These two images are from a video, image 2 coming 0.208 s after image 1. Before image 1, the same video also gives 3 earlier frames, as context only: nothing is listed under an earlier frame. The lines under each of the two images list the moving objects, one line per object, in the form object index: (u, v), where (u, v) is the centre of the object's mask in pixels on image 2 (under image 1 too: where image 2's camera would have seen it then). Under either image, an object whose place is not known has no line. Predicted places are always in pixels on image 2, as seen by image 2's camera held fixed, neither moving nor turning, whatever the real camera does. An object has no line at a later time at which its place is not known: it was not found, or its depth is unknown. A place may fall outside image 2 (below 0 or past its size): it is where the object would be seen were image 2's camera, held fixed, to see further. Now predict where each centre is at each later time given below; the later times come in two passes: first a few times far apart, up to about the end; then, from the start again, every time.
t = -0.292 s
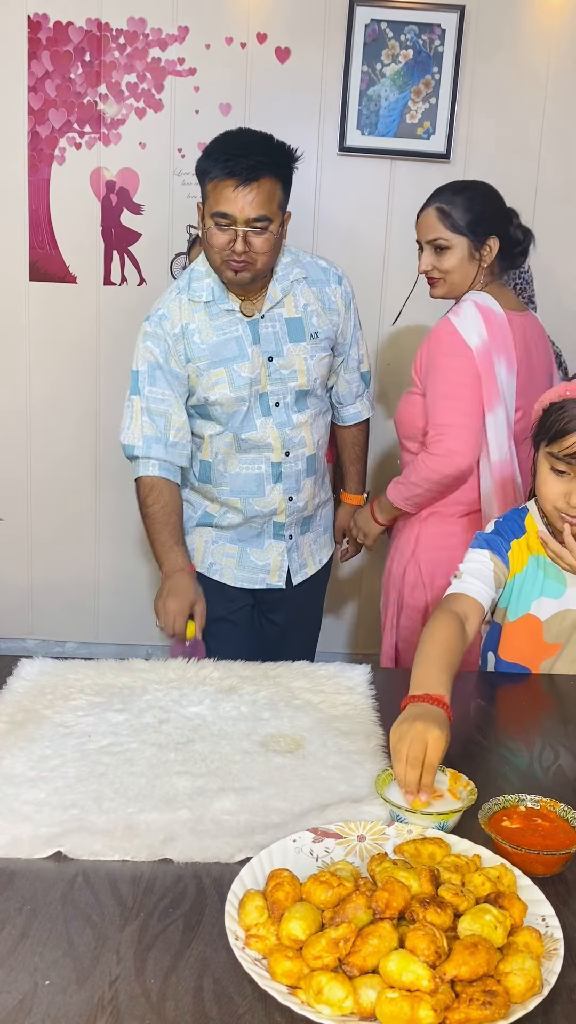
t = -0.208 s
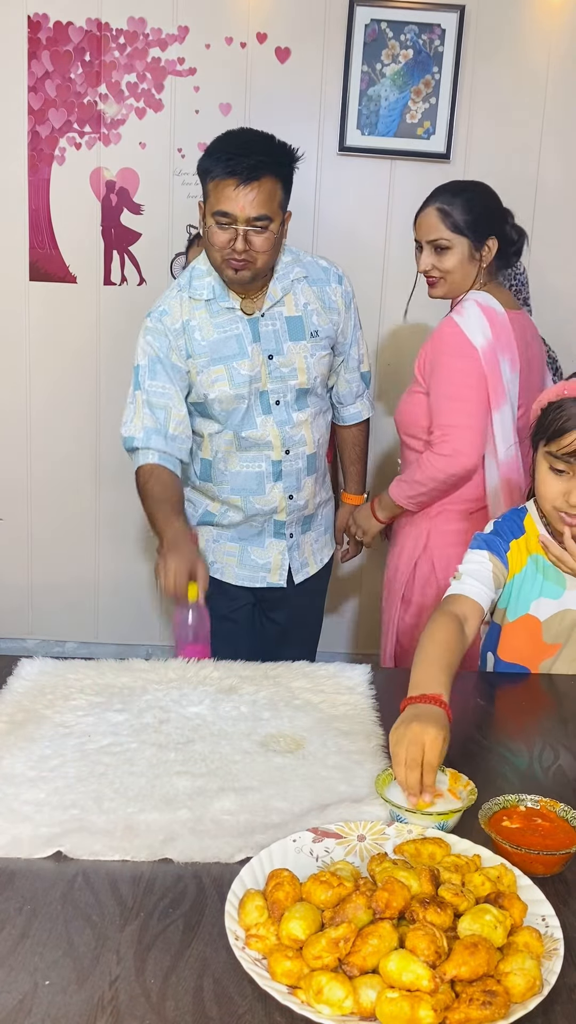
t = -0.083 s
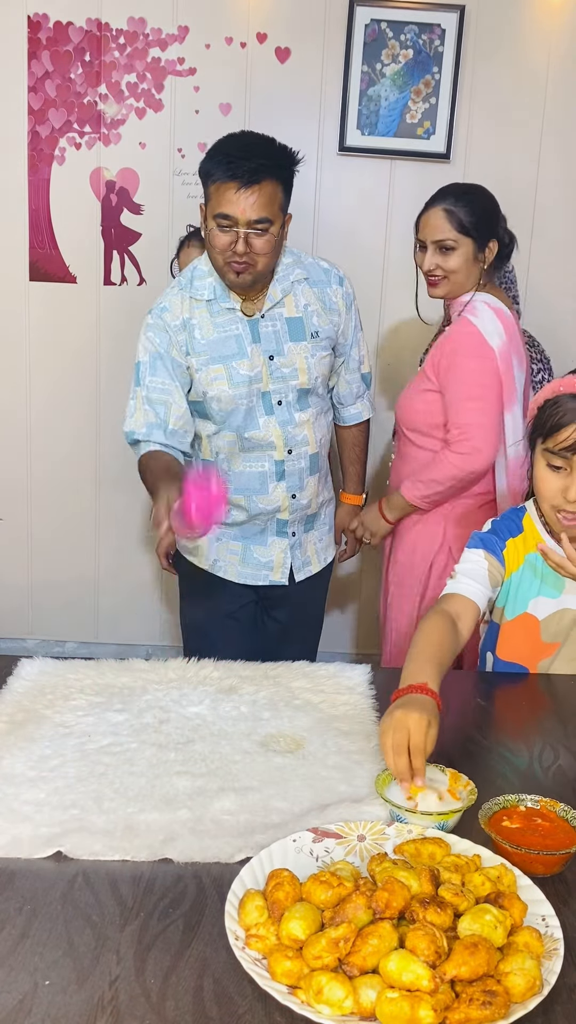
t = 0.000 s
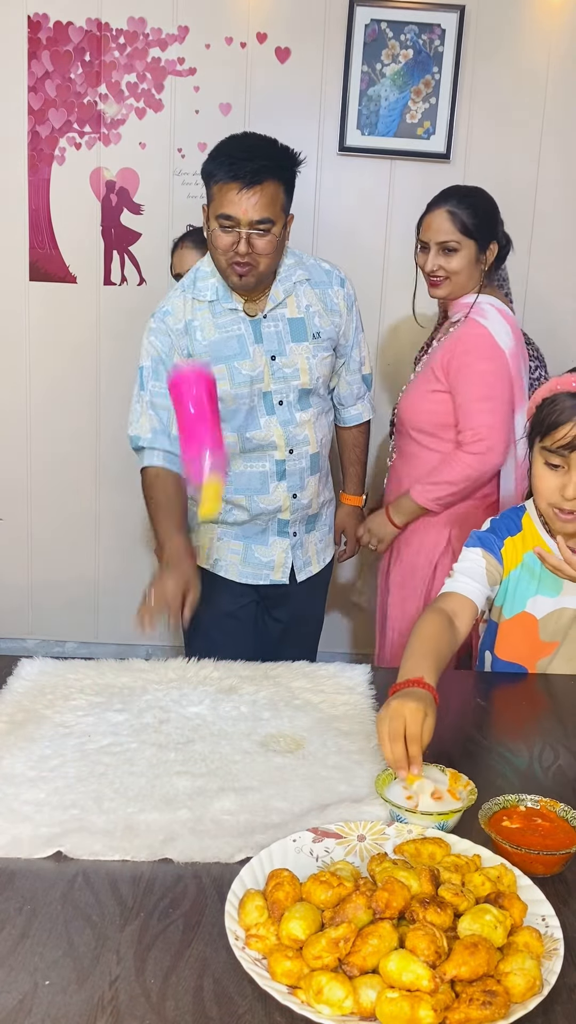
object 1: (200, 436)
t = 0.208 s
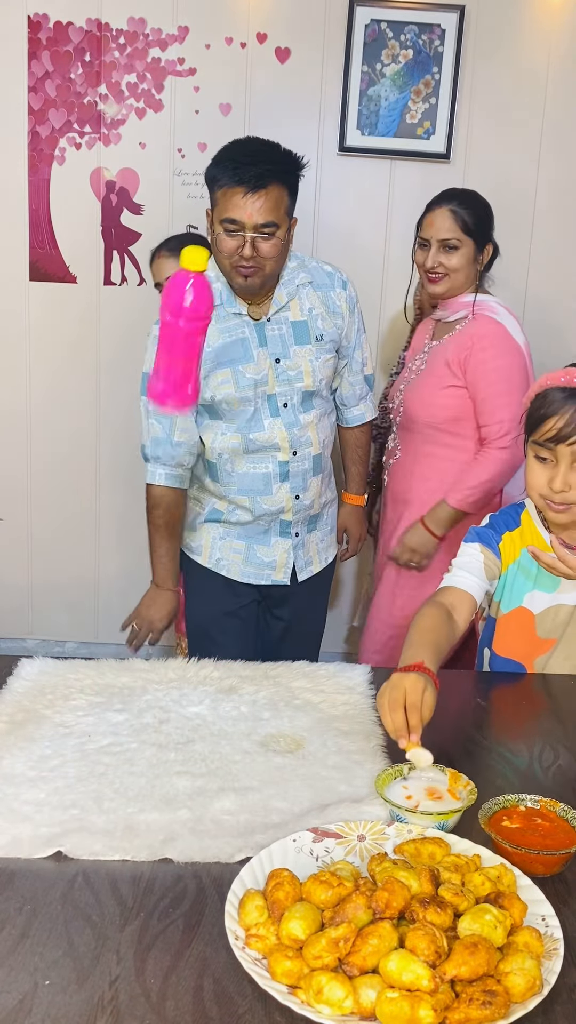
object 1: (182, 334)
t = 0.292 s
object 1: (170, 399)
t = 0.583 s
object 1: (129, 719)
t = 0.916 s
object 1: (77, 738)
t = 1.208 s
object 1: (76, 738)
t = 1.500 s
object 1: (84, 737)
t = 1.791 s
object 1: (84, 737)
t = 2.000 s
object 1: (84, 737)
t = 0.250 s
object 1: (176, 359)
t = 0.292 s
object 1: (170, 399)
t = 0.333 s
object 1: (165, 455)
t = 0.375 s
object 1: (160, 528)
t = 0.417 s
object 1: (156, 604)
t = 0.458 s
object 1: (149, 695)
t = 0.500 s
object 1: (141, 720)
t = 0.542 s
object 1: (138, 715)
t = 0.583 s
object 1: (129, 719)
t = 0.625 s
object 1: (122, 730)
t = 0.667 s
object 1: (114, 732)
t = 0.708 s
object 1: (108, 733)
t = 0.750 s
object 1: (103, 733)
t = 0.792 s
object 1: (97, 734)
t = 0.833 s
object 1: (90, 736)
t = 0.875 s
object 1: (84, 737)
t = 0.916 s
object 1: (77, 738)
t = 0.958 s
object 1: (75, 738)
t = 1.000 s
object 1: (74, 738)
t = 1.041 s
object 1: (72, 738)
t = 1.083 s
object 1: (72, 738)
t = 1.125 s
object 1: (74, 738)
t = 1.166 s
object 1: (75, 738)
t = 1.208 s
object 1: (76, 738)
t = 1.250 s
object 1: (77, 738)
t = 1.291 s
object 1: (79, 738)
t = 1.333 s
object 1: (80, 738)
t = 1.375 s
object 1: (82, 737)
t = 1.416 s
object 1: (83, 737)
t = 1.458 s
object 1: (84, 737)
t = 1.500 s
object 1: (84, 737)
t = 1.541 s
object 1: (84, 737)
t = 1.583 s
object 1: (84, 737)
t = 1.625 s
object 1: (84, 737)
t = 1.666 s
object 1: (84, 737)
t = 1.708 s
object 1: (84, 737)
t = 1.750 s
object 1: (84, 737)
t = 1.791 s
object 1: (84, 737)
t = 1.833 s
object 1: (84, 737)
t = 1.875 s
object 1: (84, 737)
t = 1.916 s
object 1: (84, 737)
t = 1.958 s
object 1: (84, 737)
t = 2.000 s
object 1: (84, 737)
